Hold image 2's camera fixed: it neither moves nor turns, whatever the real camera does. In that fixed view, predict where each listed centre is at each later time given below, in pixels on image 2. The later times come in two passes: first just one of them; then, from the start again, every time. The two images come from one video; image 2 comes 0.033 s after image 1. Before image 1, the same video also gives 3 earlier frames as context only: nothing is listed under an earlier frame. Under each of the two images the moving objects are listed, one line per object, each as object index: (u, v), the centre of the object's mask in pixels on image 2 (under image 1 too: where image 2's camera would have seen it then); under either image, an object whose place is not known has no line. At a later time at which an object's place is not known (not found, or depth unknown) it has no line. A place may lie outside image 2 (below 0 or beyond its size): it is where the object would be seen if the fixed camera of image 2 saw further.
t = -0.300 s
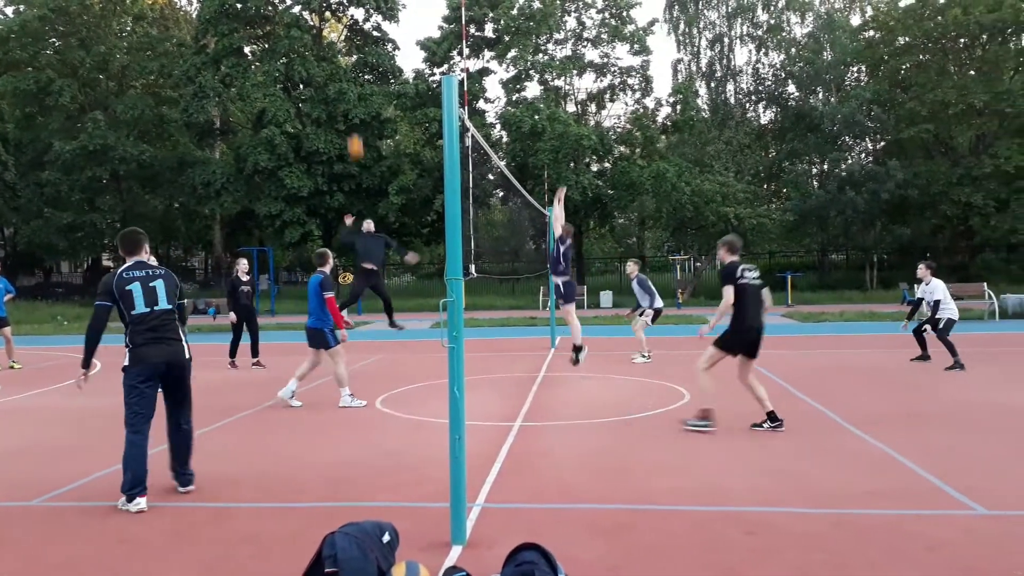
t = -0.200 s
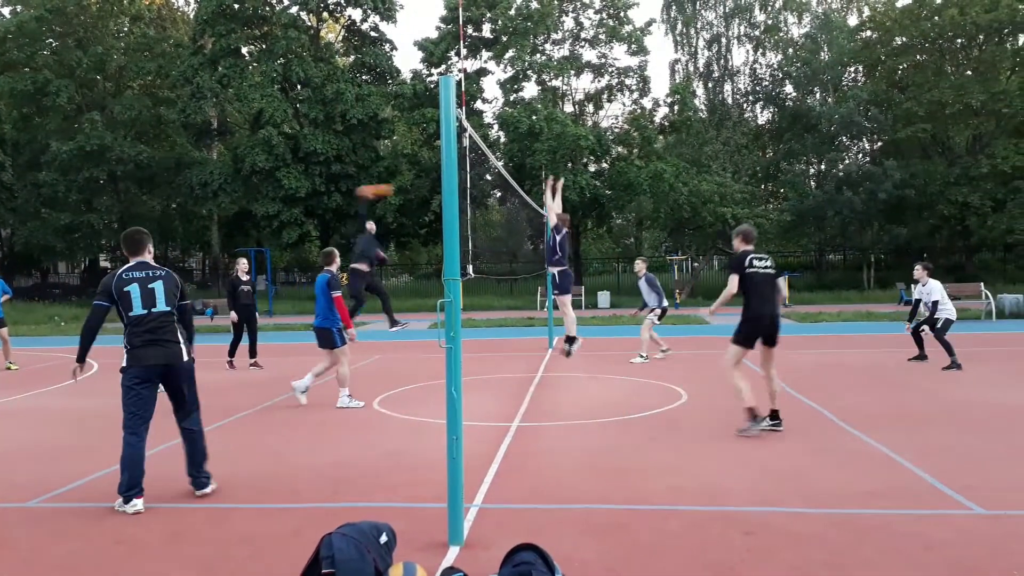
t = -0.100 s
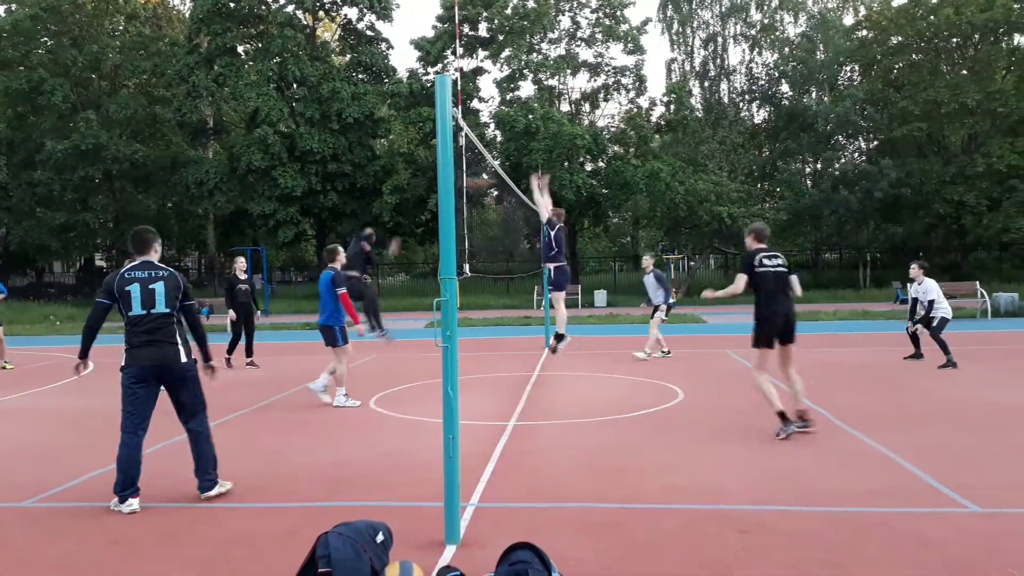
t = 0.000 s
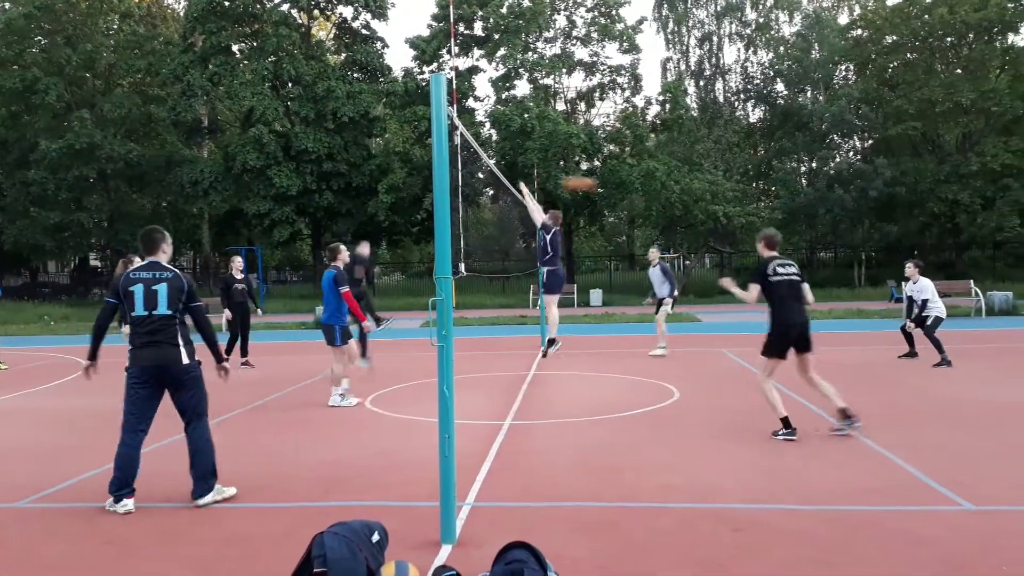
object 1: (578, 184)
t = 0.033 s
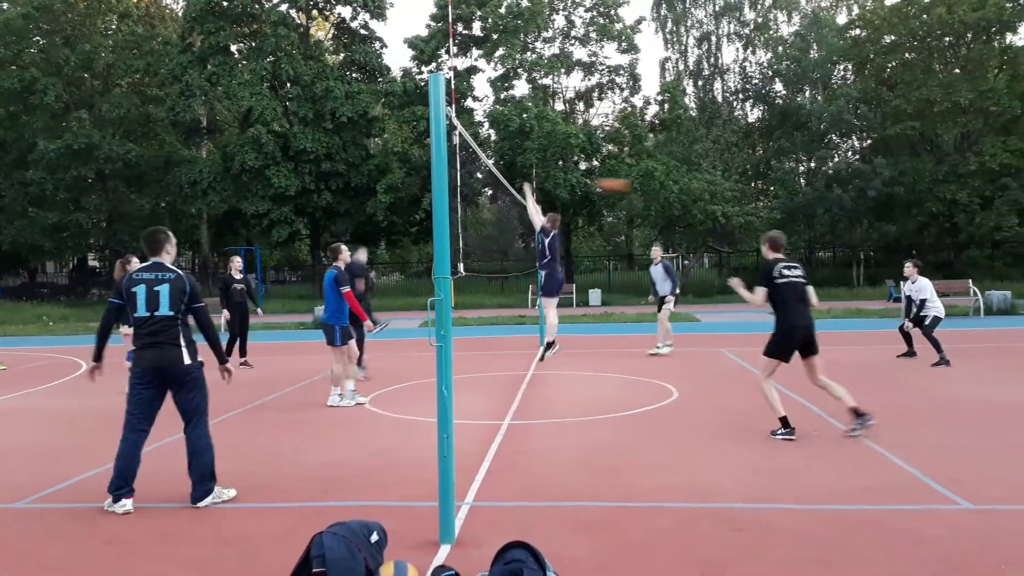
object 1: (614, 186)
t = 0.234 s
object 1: (832, 220)
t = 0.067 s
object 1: (648, 188)
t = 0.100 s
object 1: (684, 192)
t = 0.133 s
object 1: (721, 198)
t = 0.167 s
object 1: (756, 203)
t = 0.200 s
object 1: (794, 211)
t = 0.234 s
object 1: (832, 220)
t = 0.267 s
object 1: (869, 231)
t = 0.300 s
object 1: (907, 243)
